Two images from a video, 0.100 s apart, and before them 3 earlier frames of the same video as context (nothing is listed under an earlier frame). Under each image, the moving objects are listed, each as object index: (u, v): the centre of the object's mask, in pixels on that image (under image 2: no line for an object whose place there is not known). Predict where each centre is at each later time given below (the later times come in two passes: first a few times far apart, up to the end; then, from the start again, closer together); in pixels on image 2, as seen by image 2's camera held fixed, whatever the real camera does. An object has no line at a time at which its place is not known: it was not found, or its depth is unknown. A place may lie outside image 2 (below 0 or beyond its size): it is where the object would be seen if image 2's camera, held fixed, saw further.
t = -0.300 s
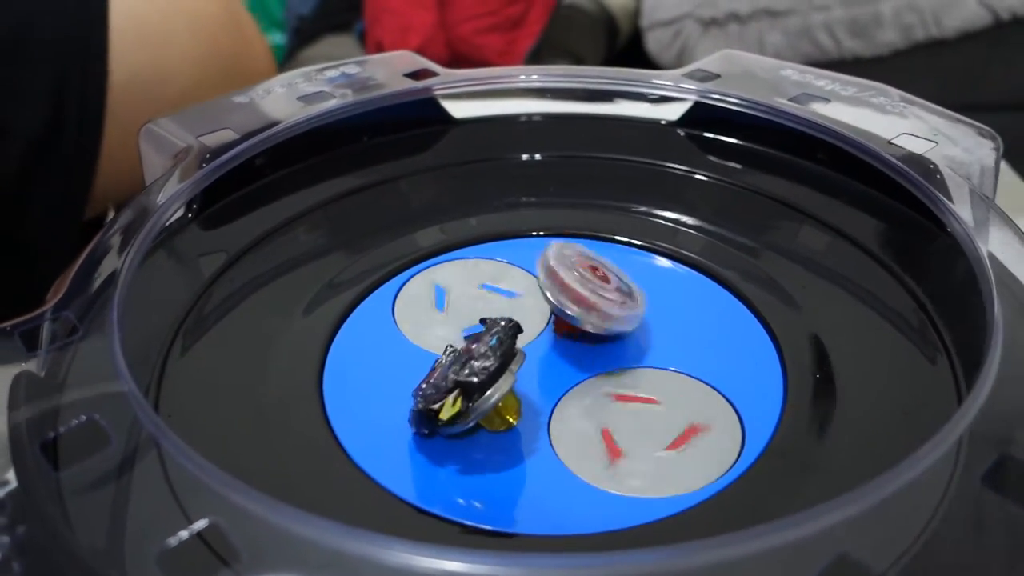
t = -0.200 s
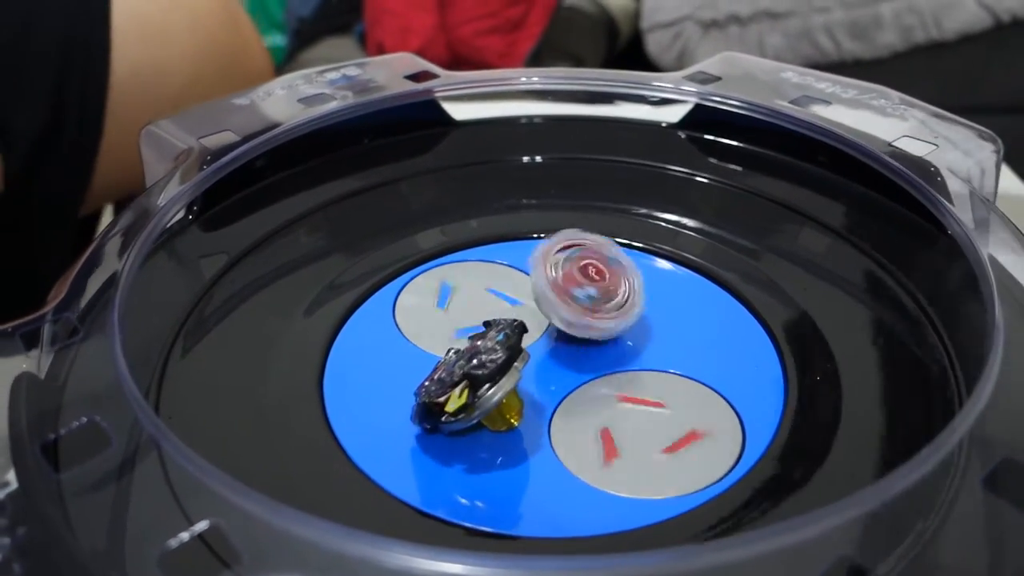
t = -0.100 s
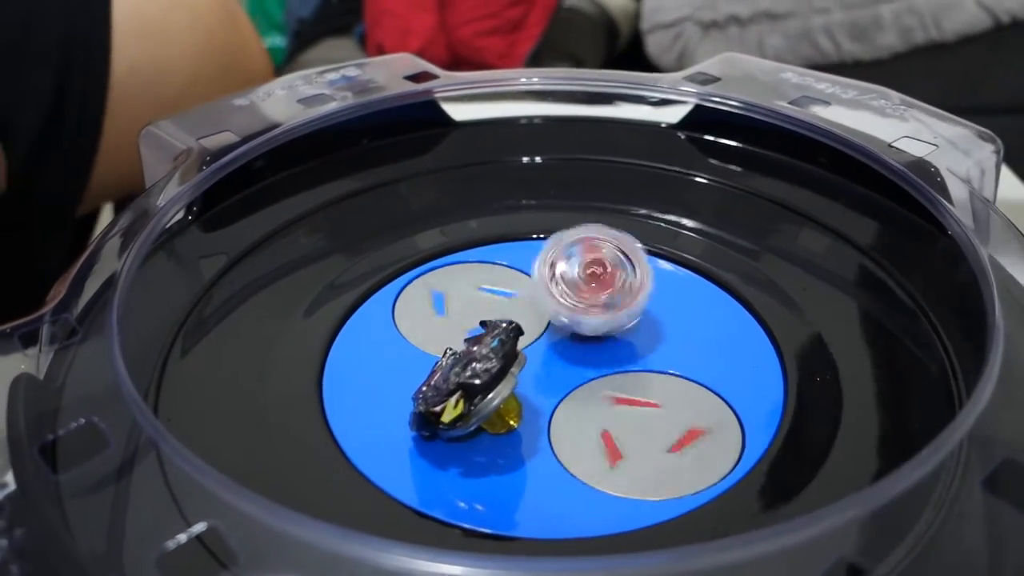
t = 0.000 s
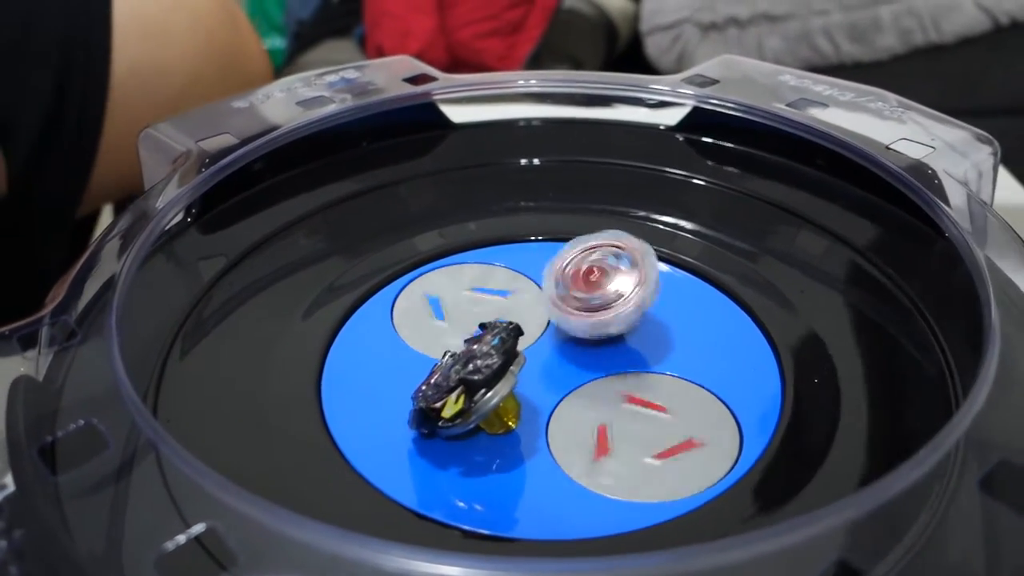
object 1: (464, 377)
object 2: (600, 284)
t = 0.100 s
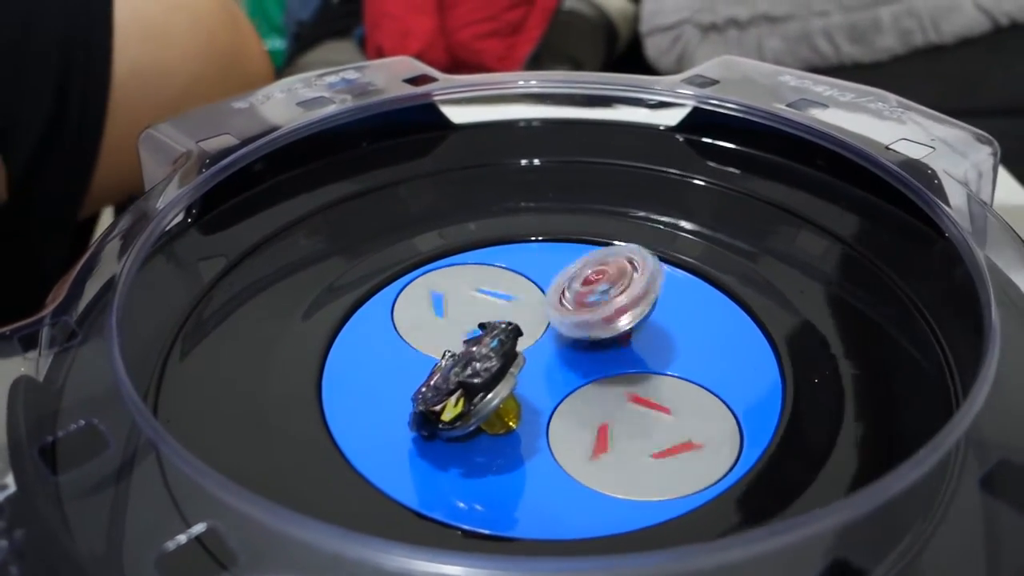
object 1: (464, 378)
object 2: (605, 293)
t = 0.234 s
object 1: (464, 378)
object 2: (593, 308)
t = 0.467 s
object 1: (464, 378)
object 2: (570, 296)
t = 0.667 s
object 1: (464, 379)
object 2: (584, 282)
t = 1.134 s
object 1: (464, 379)
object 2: (571, 316)
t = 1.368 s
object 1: (463, 379)
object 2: (559, 292)
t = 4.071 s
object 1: (424, 381)
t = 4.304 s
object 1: (426, 378)
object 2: (495, 310)
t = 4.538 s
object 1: (426, 378)
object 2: (532, 300)
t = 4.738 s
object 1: (426, 378)
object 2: (549, 271)
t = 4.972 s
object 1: (426, 379)
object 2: (532, 246)
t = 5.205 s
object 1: (426, 379)
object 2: (510, 238)
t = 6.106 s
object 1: (426, 378)
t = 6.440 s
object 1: (426, 378)
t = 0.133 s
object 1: (464, 377)
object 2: (603, 297)
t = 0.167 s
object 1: (464, 377)
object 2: (601, 302)
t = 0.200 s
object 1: (464, 378)
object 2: (598, 306)
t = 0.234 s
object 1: (464, 378)
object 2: (593, 308)
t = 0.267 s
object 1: (464, 377)
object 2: (589, 310)
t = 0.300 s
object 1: (464, 378)
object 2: (583, 310)
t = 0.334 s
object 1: (464, 378)
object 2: (578, 308)
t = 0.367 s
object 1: (464, 378)
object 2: (574, 306)
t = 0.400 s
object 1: (464, 378)
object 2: (572, 303)
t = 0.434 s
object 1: (464, 378)
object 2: (571, 301)
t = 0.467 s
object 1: (464, 378)
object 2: (570, 296)
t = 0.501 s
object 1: (464, 378)
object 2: (570, 292)
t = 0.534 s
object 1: (464, 378)
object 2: (570, 290)
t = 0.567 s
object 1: (464, 378)
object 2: (572, 287)
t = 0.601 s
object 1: (464, 378)
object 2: (575, 285)
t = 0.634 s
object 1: (464, 378)
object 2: (580, 282)
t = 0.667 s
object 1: (464, 379)
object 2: (584, 282)
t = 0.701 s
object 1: (464, 378)
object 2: (588, 283)
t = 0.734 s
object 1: (464, 378)
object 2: (594, 283)
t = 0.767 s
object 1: (464, 378)
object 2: (599, 286)
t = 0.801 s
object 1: (464, 378)
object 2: (603, 289)
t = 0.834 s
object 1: (464, 378)
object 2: (604, 293)
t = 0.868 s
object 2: (605, 298)
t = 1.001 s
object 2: (595, 314)
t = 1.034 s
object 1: (464, 378)
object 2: (590, 316)
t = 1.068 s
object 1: (464, 379)
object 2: (583, 318)
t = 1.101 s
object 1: (464, 378)
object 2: (576, 318)
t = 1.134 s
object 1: (464, 379)
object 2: (571, 316)
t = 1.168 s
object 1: (463, 379)
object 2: (567, 314)
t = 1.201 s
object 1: (463, 379)
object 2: (563, 311)
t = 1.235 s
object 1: (463, 379)
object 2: (562, 306)
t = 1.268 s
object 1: (463, 379)
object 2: (559, 303)
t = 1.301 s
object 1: (463, 379)
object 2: (558, 299)
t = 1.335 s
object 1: (464, 378)
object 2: (558, 296)
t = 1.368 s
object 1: (463, 379)
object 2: (559, 292)
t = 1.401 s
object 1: (464, 378)
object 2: (561, 288)
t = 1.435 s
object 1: (464, 379)
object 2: (566, 284)
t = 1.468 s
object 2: (573, 282)
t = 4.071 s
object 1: (424, 381)
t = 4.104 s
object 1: (427, 378)
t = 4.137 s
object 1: (427, 378)
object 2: (511, 321)
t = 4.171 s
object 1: (426, 378)
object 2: (507, 318)
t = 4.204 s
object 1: (426, 378)
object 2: (502, 315)
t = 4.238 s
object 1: (426, 378)
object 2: (499, 312)
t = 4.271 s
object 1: (426, 379)
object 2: (495, 311)
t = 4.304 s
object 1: (426, 378)
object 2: (495, 310)
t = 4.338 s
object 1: (426, 379)
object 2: (497, 306)
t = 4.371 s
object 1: (426, 378)
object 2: (502, 308)
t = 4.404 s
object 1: (426, 379)
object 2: (509, 308)
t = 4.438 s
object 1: (426, 378)
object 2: (515, 299)
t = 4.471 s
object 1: (426, 378)
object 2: (518, 307)
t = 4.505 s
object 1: (426, 378)
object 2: (526, 303)
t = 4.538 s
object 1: (426, 378)
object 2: (532, 300)
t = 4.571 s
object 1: (426, 378)
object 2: (539, 296)
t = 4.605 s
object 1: (426, 378)
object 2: (543, 291)
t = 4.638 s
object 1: (426, 378)
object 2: (547, 286)
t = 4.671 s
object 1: (426, 378)
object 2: (551, 282)
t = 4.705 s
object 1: (426, 378)
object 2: (550, 276)
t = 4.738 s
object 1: (426, 378)
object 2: (549, 271)
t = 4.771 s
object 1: (426, 378)
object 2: (544, 265)
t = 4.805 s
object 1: (426, 378)
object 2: (542, 261)
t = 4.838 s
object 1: (426, 378)
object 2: (538, 258)
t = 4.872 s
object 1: (426, 378)
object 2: (534, 253)
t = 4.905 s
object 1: (426, 379)
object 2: (534, 249)
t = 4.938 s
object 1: (426, 379)
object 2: (534, 245)
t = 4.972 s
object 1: (426, 379)
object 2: (532, 246)
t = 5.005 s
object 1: (426, 379)
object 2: (530, 247)
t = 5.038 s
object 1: (426, 379)
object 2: (525, 249)
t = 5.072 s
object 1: (426, 379)
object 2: (520, 248)
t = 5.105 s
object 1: (426, 379)
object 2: (519, 244)
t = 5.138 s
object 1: (425, 380)
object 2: (517, 242)
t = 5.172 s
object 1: (425, 381)
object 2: (514, 240)
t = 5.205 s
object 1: (426, 379)
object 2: (510, 238)
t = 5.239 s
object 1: (426, 379)
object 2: (506, 237)
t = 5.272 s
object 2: (501, 235)
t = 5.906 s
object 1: (426, 379)
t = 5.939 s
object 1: (426, 379)
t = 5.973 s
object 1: (426, 379)
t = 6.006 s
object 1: (426, 379)
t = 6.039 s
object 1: (426, 379)
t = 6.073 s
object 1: (426, 378)
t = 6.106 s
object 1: (426, 378)
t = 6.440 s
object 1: (426, 378)
